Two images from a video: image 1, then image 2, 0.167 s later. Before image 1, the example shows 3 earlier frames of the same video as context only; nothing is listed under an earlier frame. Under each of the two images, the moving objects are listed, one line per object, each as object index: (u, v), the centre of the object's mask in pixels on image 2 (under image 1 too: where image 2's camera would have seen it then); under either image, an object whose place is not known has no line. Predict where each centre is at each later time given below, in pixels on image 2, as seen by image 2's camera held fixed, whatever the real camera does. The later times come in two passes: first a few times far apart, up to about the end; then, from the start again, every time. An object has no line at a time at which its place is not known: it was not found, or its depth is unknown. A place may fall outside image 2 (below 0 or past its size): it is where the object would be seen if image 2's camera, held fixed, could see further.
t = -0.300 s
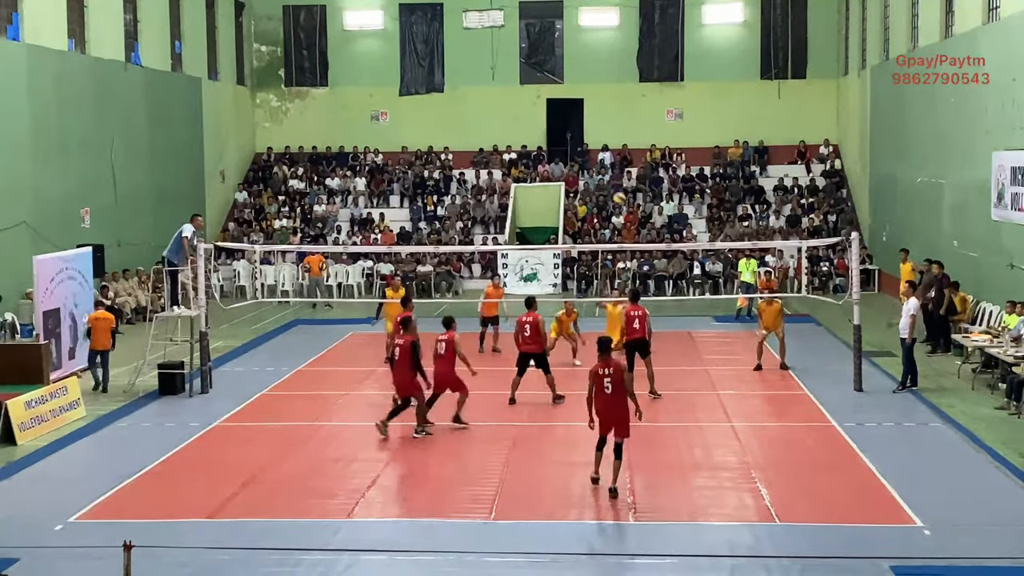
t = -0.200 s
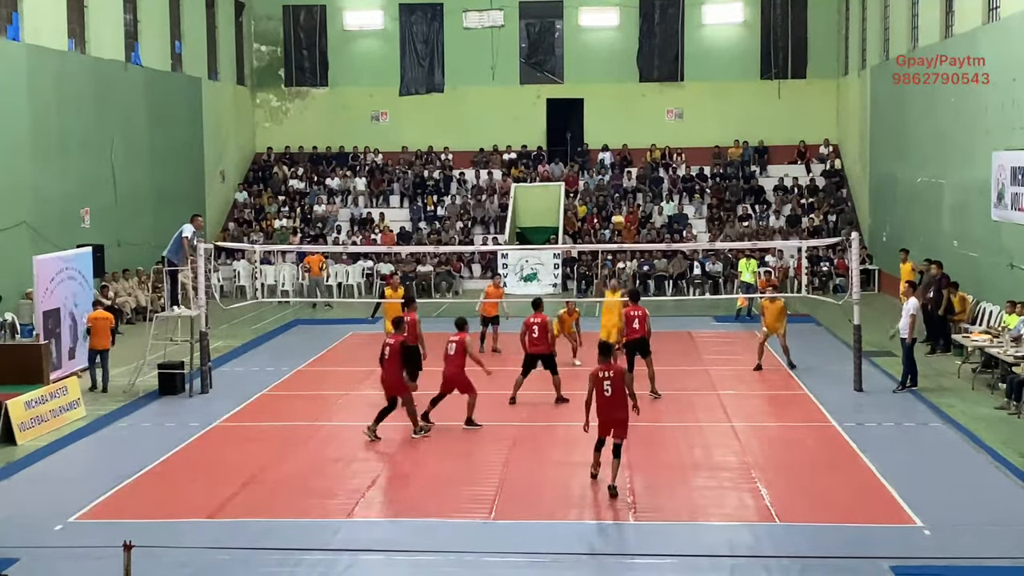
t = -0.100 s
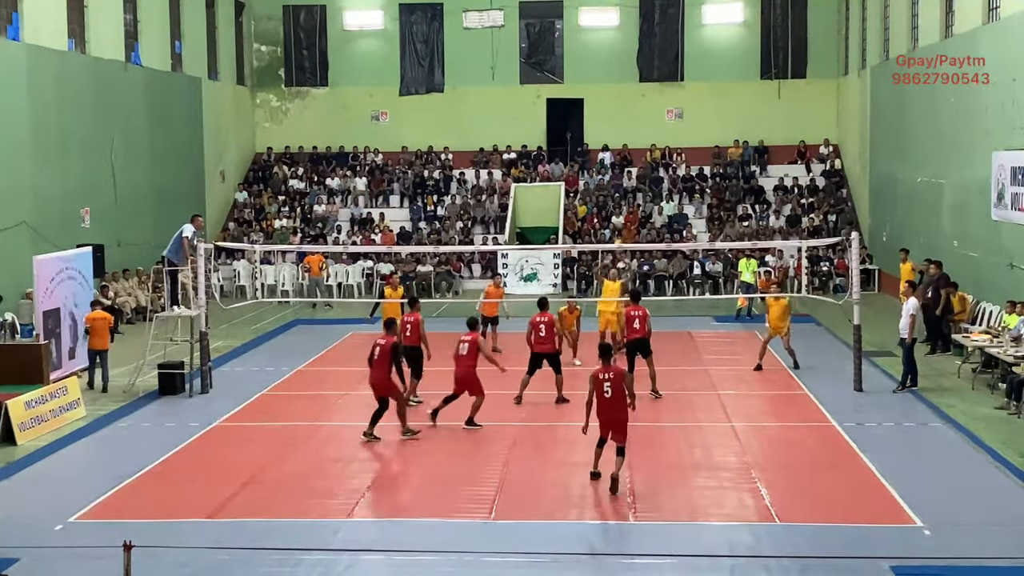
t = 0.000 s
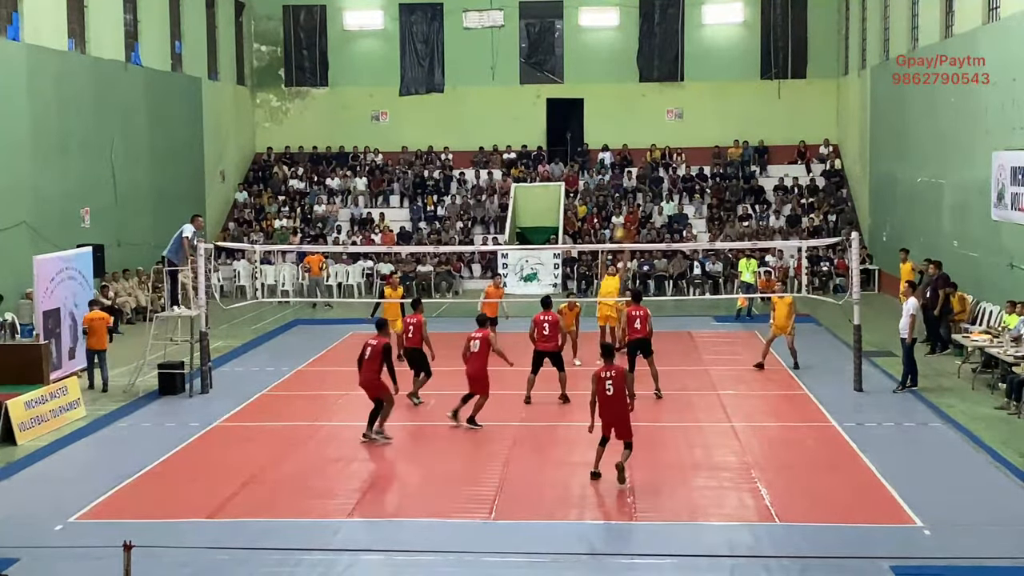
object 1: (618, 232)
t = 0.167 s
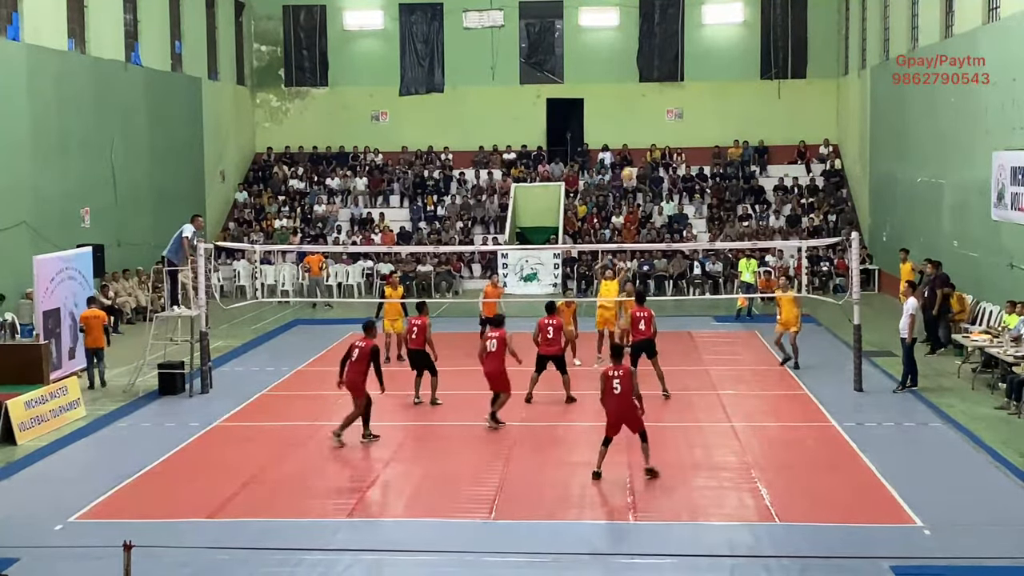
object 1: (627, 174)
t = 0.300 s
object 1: (634, 138)
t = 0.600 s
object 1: (648, 100)
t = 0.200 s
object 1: (628, 164)
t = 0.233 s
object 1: (630, 155)
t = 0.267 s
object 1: (632, 147)
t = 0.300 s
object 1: (634, 138)
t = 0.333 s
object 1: (635, 132)
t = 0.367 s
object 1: (637, 126)
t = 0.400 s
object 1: (638, 120)
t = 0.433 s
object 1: (640, 115)
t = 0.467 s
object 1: (642, 111)
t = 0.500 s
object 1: (643, 108)
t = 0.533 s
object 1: (645, 104)
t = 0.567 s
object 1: (646, 102)
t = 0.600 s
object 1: (648, 100)
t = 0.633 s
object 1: (649, 99)
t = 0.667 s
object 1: (650, 98)
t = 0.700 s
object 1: (652, 98)
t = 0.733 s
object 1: (654, 99)
